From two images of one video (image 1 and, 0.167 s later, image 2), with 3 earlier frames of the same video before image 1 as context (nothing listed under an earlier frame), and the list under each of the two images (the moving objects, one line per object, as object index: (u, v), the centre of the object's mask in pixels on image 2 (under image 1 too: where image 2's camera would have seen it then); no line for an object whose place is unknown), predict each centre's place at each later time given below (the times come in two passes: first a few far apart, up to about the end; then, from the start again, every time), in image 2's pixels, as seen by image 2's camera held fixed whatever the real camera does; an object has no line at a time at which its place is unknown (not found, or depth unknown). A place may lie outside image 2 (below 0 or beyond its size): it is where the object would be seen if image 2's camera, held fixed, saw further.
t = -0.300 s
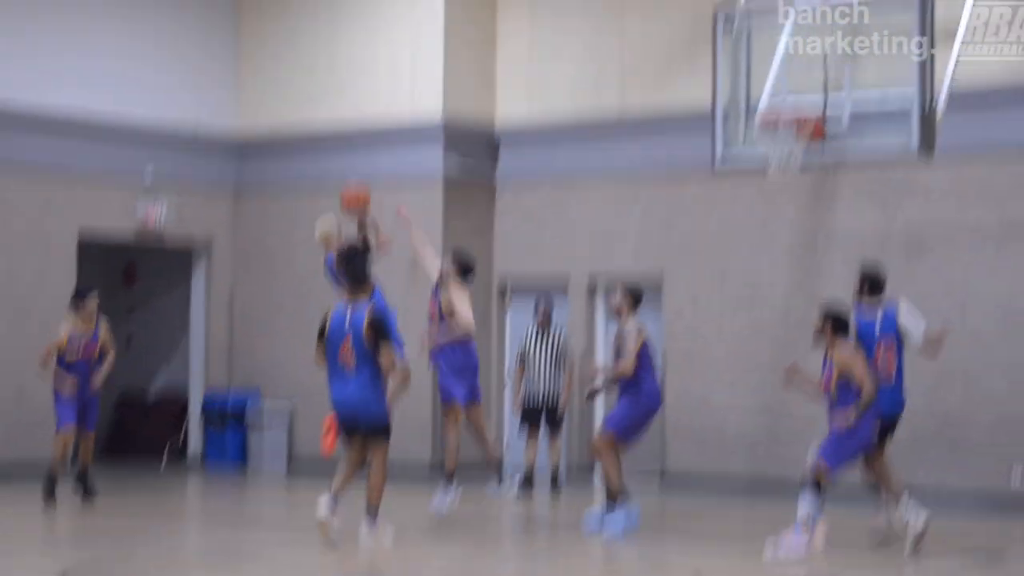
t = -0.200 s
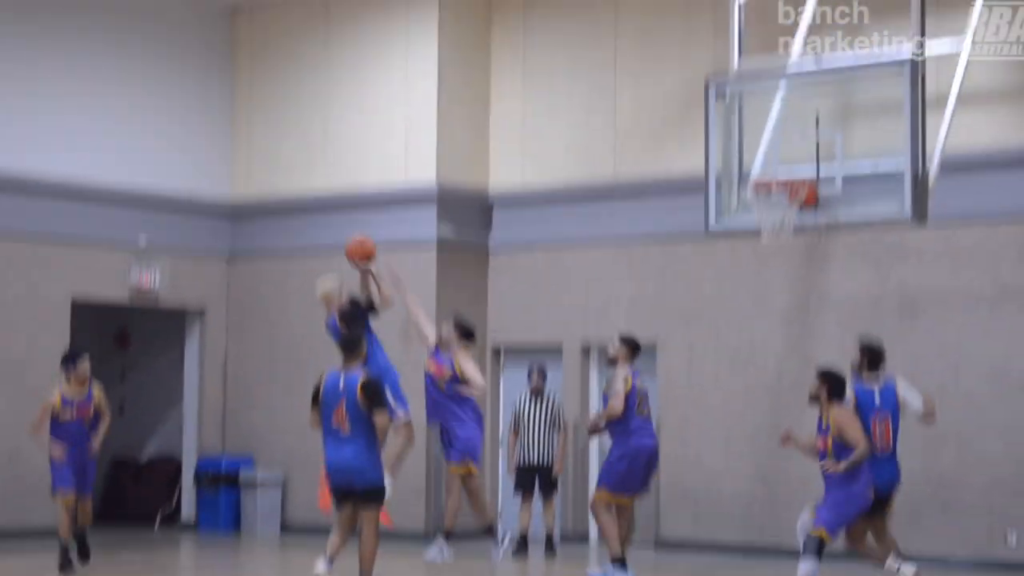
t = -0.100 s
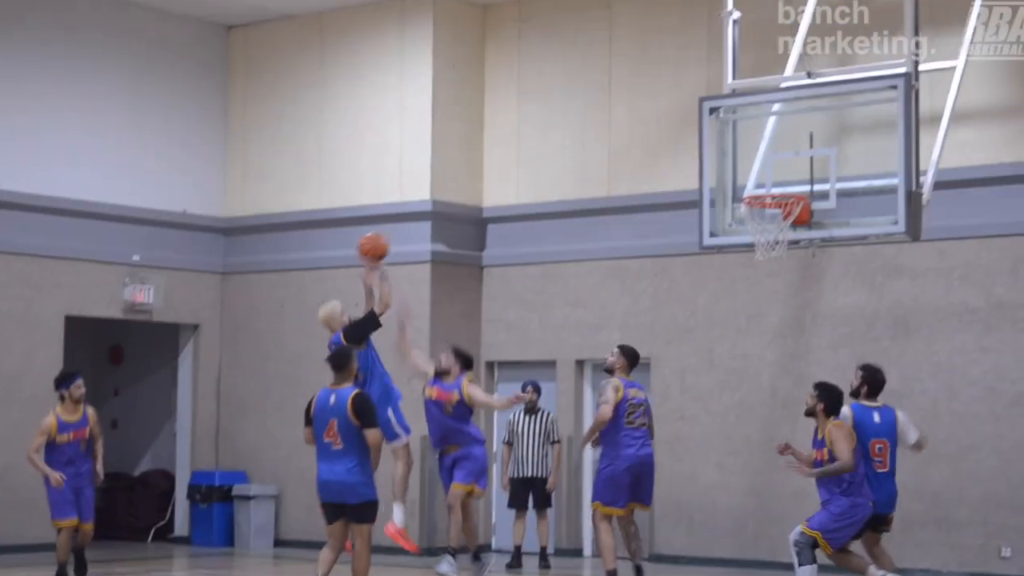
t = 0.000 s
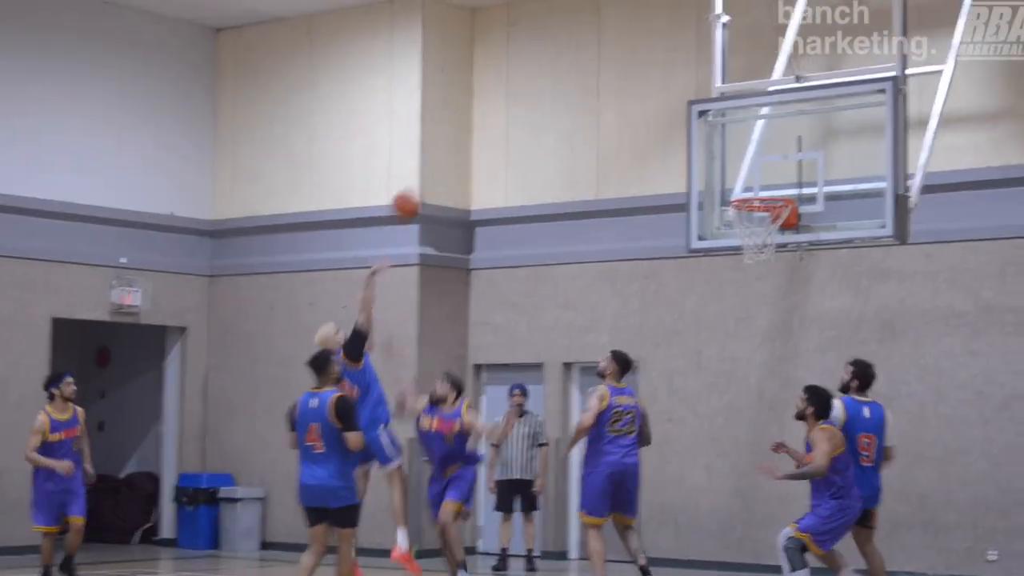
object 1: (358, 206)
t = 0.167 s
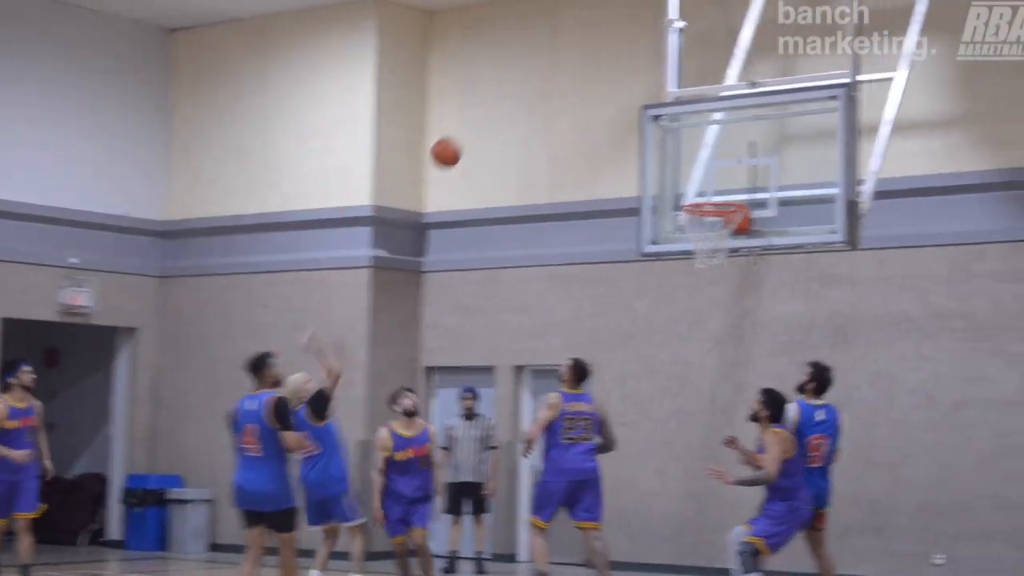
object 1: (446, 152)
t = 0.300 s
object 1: (514, 134)
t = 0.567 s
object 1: (648, 163)
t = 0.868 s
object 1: (755, 249)
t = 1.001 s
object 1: (770, 286)
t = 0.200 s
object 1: (463, 146)
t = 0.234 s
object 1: (480, 141)
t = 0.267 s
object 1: (496, 137)
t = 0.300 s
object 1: (514, 134)
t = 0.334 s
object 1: (530, 133)
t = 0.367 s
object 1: (547, 133)
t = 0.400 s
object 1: (563, 135)
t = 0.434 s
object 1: (580, 138)
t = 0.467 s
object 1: (597, 142)
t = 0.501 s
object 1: (614, 148)
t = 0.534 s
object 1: (630, 155)
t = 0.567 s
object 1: (648, 163)
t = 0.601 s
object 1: (664, 174)
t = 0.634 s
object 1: (680, 185)
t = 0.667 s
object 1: (699, 194)
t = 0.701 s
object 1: (718, 217)
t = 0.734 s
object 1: (733, 226)
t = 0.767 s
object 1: (739, 232)
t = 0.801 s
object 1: (746, 238)
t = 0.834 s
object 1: (750, 243)
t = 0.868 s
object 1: (755, 249)
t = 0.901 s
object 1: (759, 257)
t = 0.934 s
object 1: (762, 264)
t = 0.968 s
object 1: (765, 273)
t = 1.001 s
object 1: (770, 286)
